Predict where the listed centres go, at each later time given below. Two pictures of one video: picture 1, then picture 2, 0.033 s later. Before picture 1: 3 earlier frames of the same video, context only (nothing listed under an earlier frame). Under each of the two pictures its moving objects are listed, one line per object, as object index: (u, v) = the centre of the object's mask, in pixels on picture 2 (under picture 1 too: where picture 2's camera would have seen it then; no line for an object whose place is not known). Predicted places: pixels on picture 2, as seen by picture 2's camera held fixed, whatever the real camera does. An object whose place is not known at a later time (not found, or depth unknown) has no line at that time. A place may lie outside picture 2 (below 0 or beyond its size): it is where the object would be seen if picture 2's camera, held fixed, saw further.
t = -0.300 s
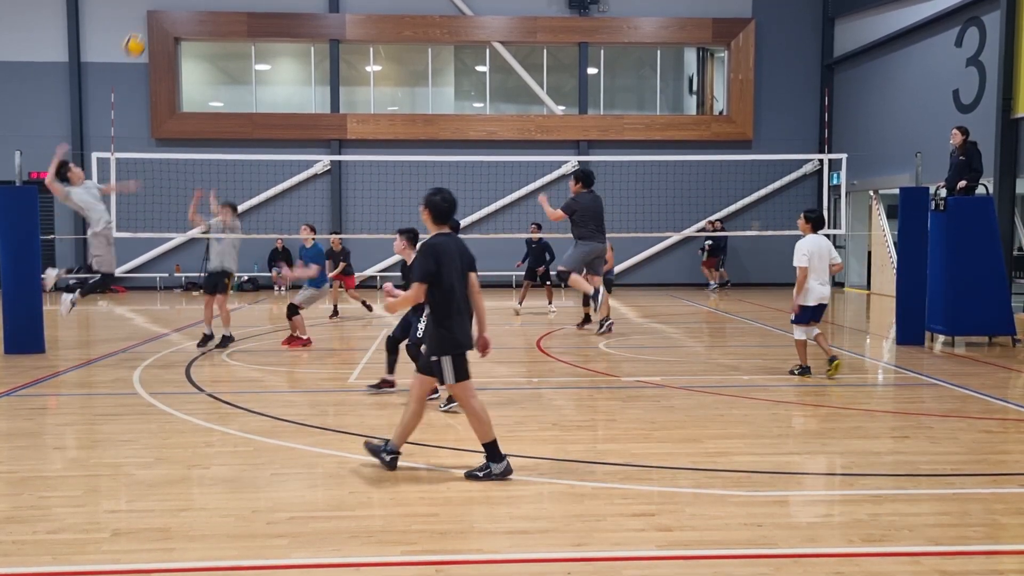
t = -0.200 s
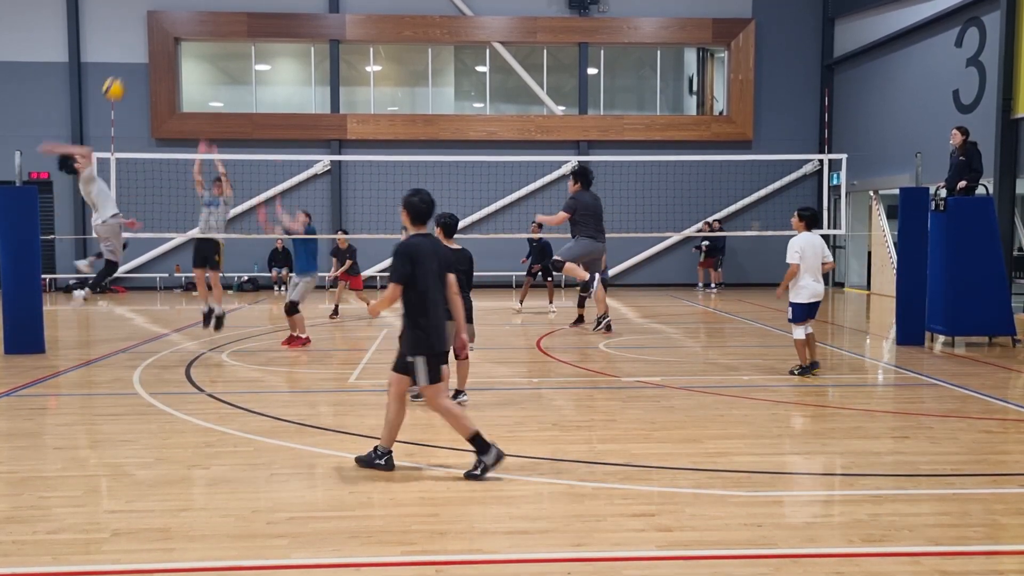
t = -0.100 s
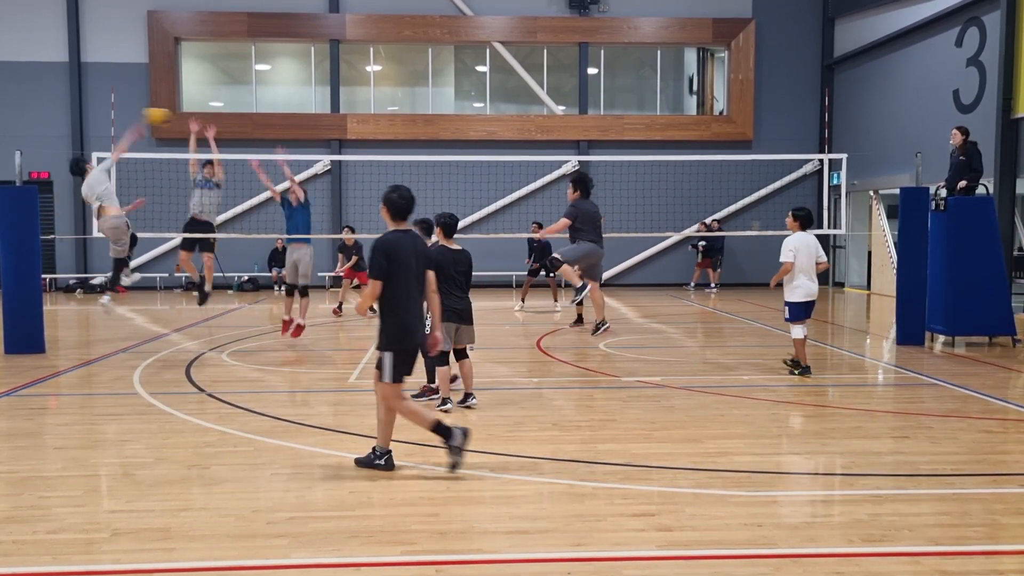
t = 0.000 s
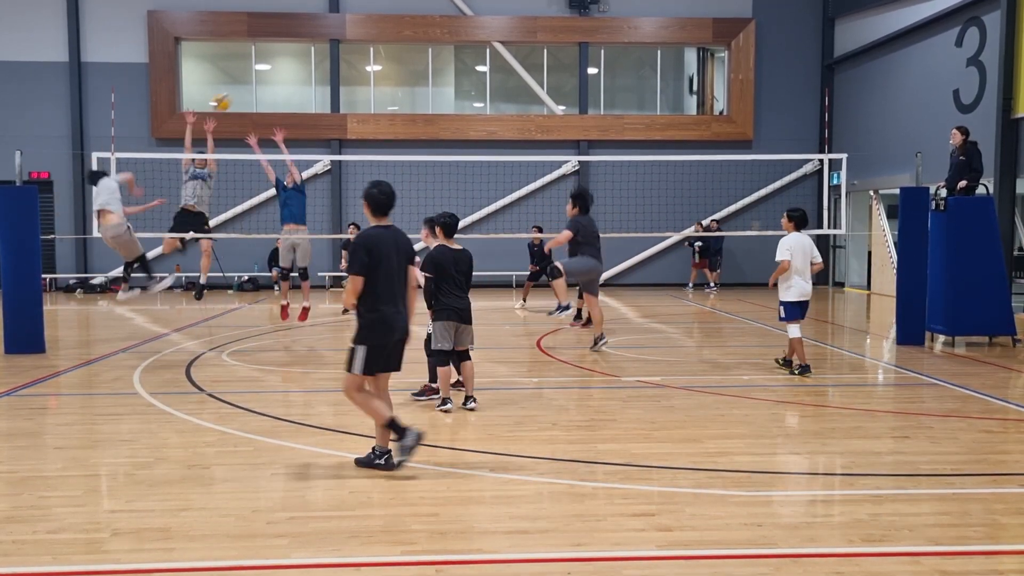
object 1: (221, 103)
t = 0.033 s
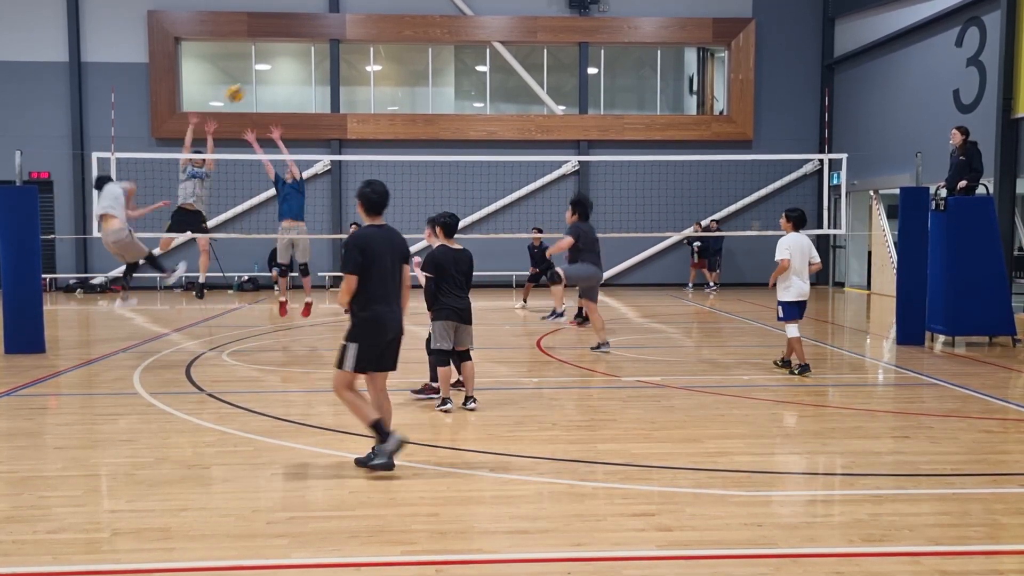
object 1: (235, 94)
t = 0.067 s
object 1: (248, 85)
